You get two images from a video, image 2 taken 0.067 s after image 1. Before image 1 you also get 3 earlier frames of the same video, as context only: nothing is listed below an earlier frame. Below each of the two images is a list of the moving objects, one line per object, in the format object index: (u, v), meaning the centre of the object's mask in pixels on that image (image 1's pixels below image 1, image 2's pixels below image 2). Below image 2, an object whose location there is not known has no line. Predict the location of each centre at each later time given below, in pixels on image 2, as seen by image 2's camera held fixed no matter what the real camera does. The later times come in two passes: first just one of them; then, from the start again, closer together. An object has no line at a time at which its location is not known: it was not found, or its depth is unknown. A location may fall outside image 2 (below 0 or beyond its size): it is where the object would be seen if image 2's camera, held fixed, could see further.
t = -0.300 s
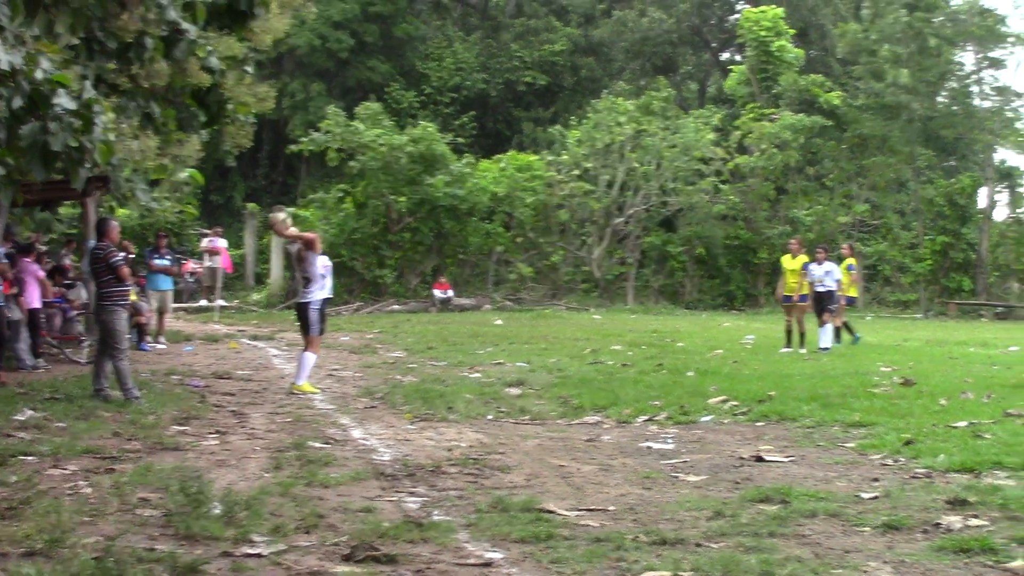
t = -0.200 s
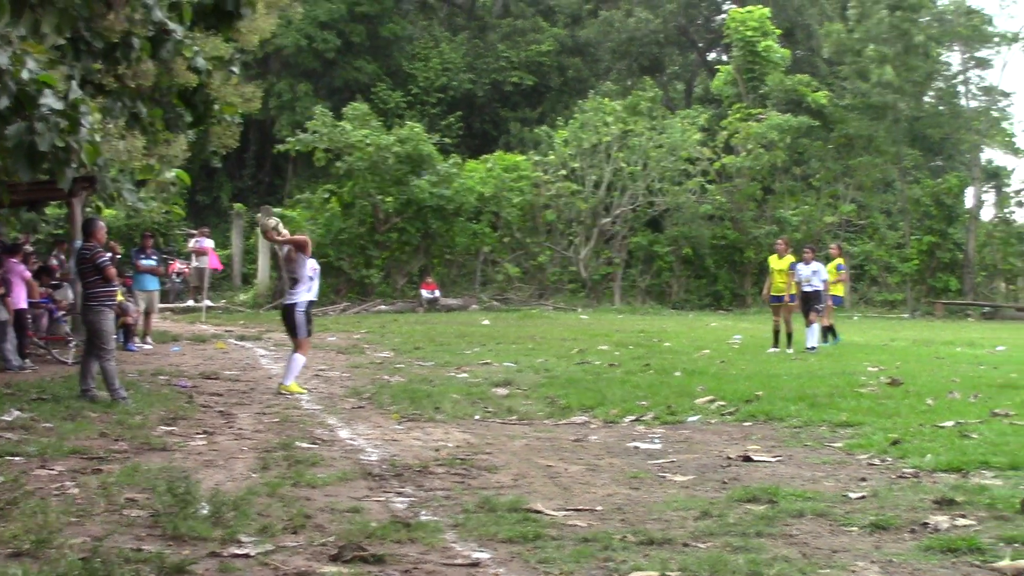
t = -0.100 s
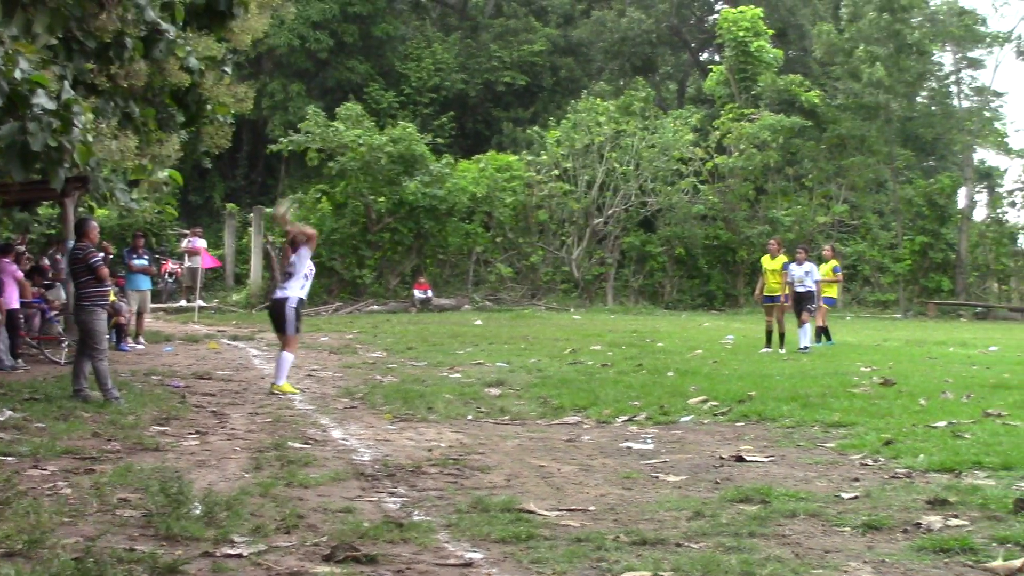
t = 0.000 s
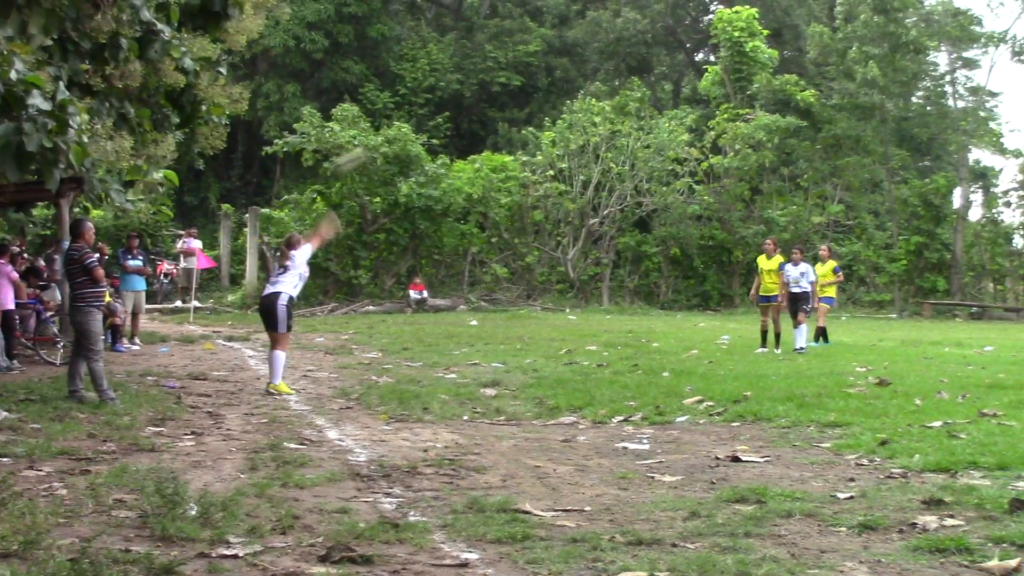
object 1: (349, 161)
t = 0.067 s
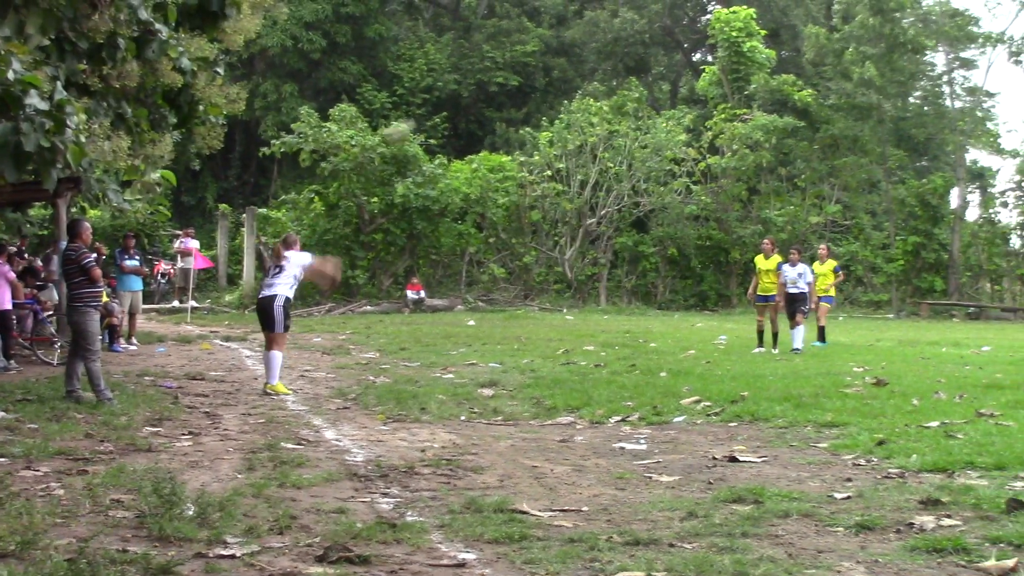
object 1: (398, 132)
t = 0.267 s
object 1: (538, 77)
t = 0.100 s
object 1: (424, 119)
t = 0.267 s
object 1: (538, 77)
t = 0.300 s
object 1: (560, 72)
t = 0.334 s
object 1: (584, 65)
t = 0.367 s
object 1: (605, 65)
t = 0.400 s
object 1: (624, 64)
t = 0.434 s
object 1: (643, 62)
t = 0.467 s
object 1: (663, 59)
